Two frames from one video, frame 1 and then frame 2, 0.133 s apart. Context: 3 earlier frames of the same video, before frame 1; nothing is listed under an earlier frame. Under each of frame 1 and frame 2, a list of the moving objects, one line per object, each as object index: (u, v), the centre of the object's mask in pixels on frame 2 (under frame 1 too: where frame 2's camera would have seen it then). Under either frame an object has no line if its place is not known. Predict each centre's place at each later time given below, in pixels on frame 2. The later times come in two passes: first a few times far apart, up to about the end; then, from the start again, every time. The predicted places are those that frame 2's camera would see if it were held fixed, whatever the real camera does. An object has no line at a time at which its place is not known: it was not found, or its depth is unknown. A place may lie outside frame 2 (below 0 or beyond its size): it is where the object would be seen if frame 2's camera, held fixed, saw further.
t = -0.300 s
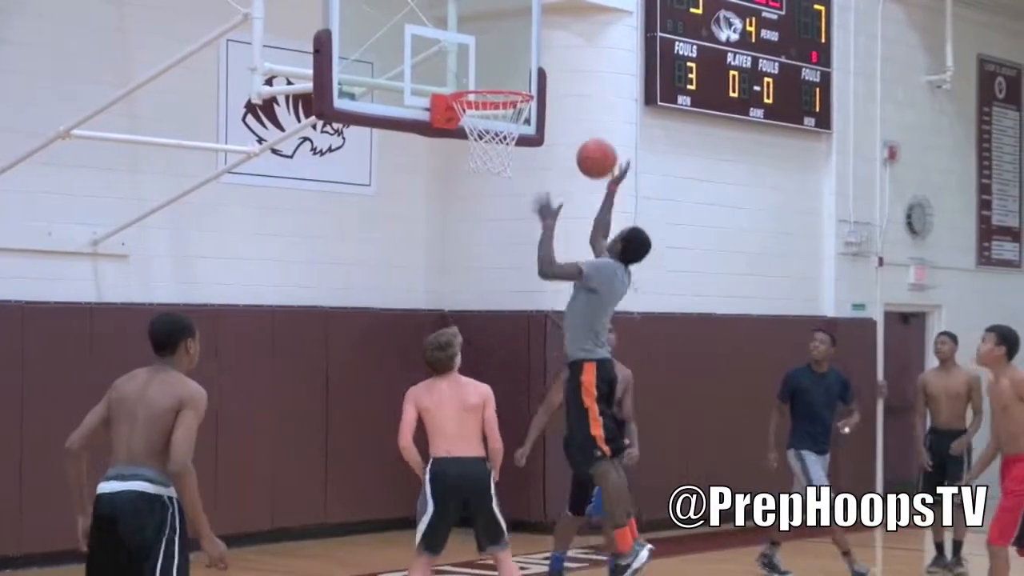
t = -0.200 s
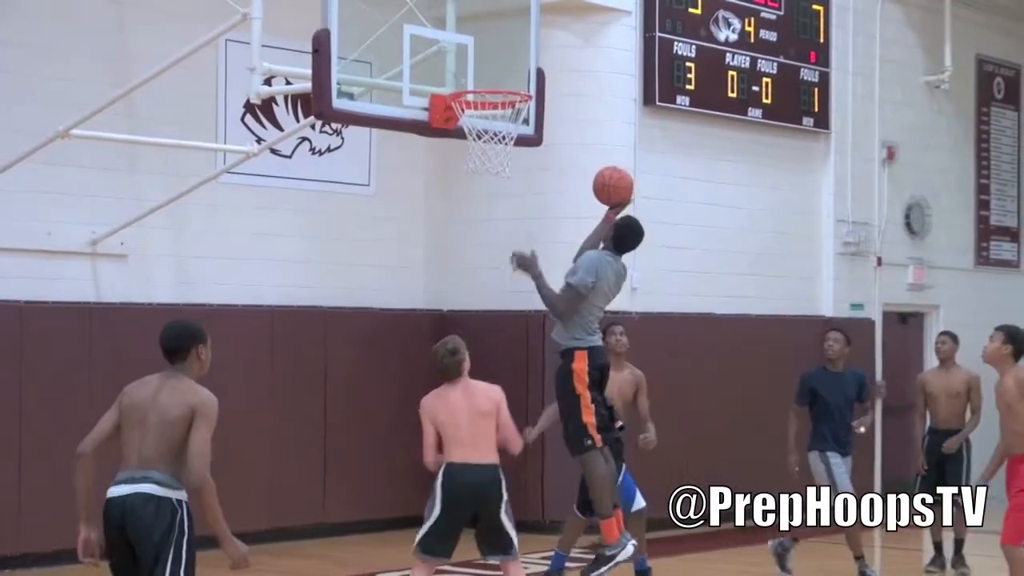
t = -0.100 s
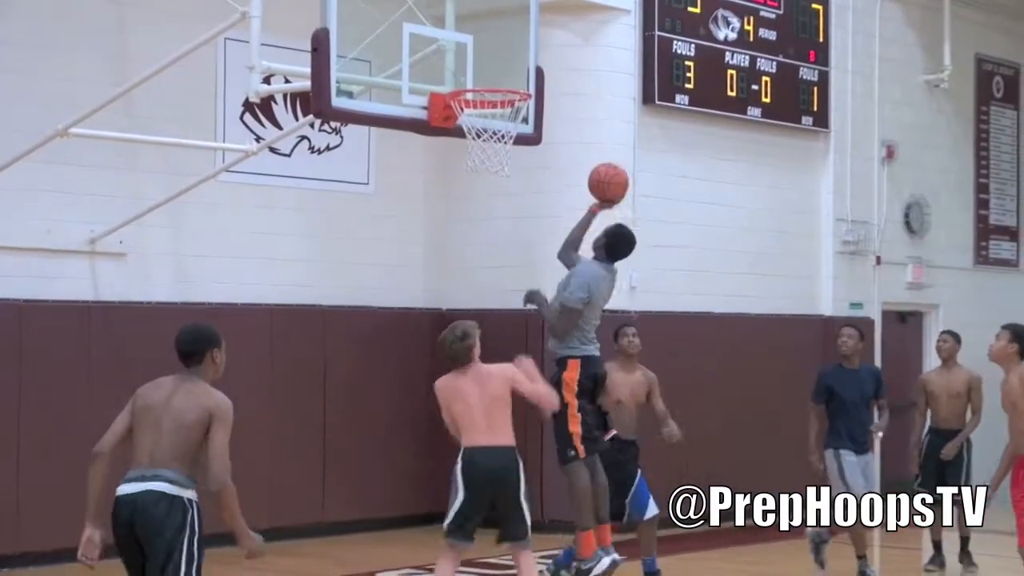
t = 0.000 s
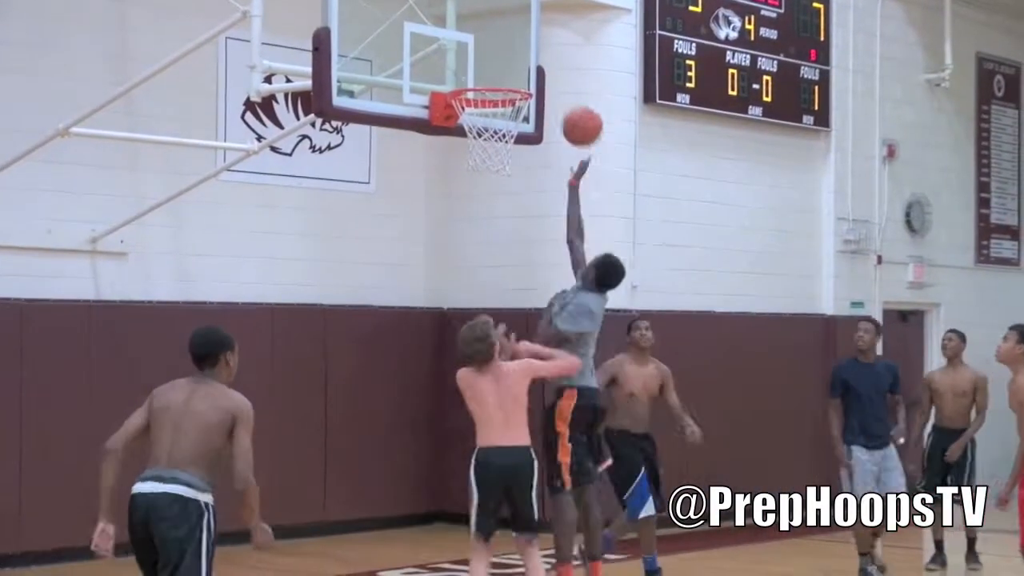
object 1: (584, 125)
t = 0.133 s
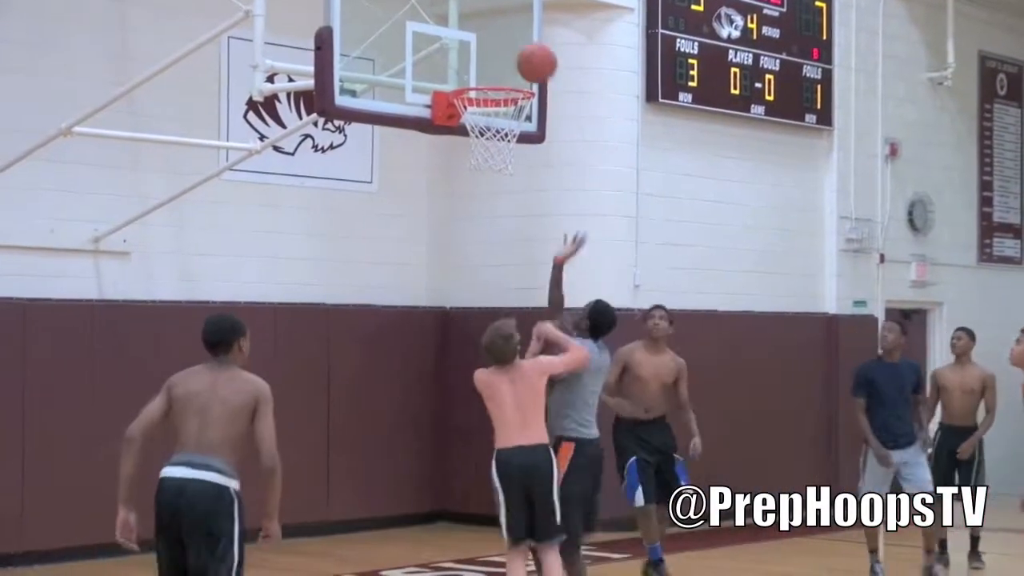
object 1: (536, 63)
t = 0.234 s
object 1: (501, 35)
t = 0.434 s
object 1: (506, 45)
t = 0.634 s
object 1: (487, 91)
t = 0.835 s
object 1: (508, 142)
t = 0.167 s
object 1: (525, 52)
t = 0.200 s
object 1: (513, 43)
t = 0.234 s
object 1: (501, 35)
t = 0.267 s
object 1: (489, 29)
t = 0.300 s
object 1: (491, 28)
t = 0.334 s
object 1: (497, 29)
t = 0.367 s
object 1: (499, 32)
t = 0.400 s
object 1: (503, 38)
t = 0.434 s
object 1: (506, 45)
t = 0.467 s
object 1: (509, 56)
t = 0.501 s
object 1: (512, 66)
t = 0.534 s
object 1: (515, 75)
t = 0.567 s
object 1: (506, 76)
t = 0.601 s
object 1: (497, 77)
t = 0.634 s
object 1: (487, 91)
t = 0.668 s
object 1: (477, 99)
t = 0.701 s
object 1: (478, 107)
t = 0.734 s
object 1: (484, 110)
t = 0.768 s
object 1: (492, 116)
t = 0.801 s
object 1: (501, 130)
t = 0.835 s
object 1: (508, 142)
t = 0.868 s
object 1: (513, 150)
